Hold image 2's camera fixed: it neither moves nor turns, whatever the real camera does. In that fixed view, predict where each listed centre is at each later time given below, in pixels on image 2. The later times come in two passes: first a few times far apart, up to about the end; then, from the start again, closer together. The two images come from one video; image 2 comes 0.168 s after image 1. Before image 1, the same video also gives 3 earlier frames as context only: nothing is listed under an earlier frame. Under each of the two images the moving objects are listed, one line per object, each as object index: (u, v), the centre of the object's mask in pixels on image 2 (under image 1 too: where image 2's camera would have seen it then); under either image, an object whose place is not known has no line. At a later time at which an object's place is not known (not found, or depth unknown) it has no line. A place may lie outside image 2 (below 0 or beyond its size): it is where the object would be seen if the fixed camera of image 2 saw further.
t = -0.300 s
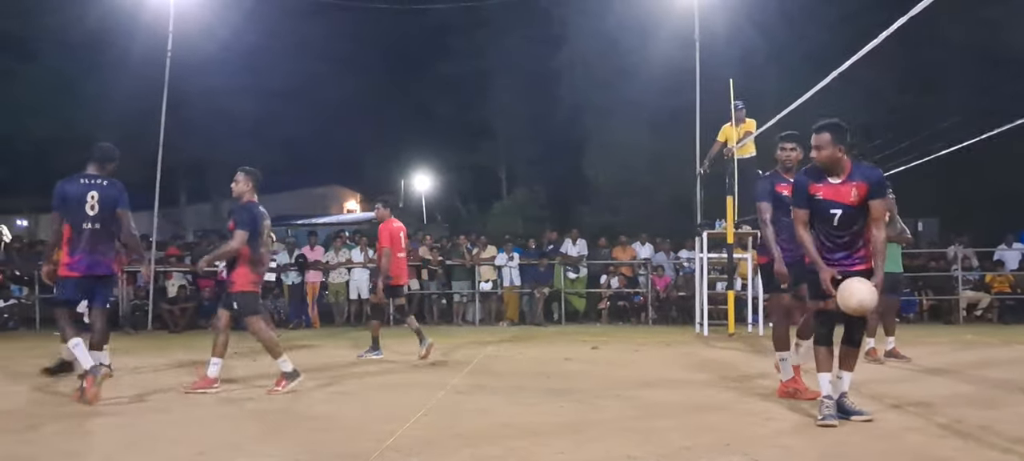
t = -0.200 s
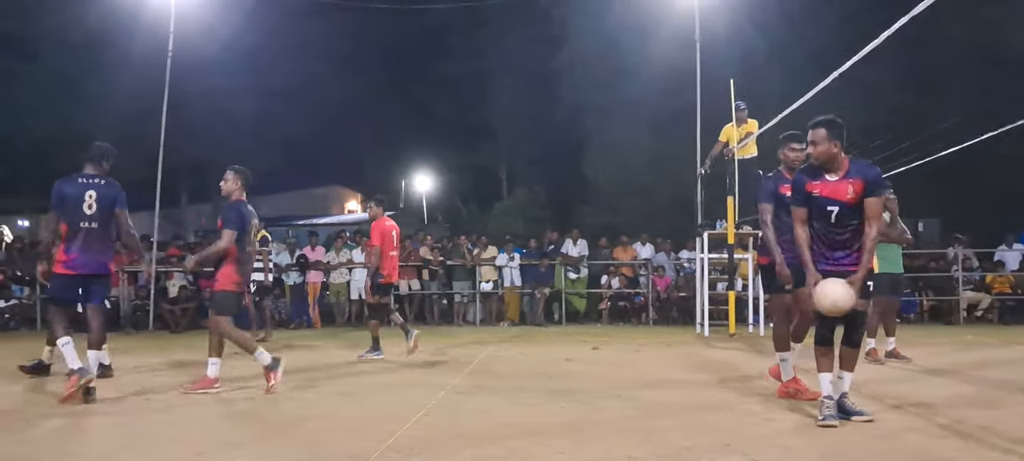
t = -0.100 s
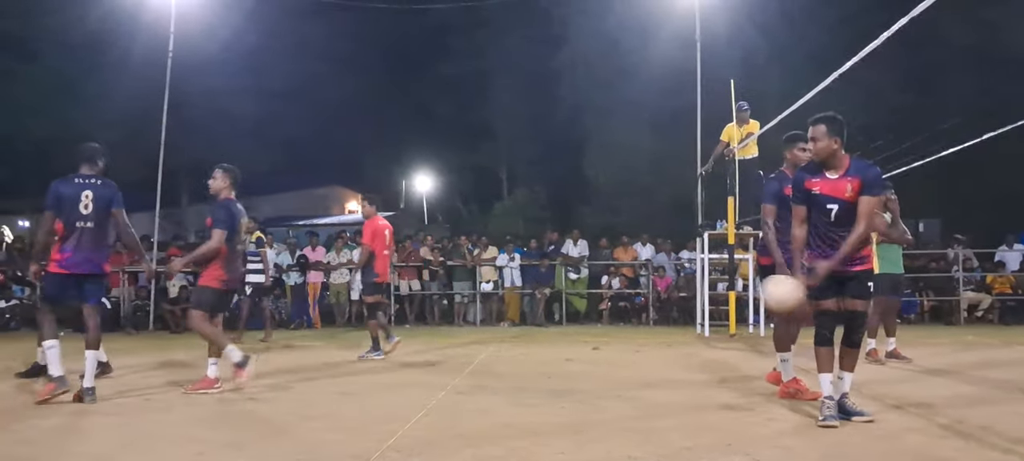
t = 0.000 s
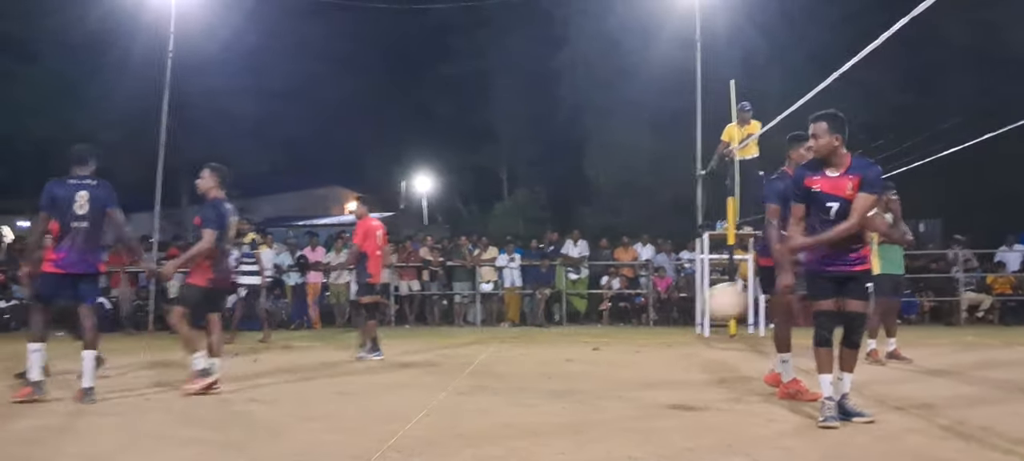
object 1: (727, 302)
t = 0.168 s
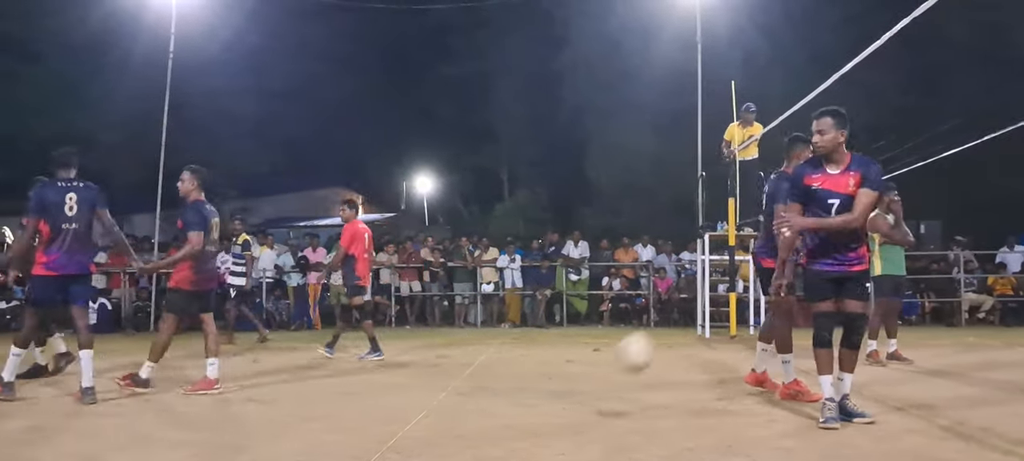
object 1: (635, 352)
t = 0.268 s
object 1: (582, 405)
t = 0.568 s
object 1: (477, 327)
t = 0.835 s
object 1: (387, 377)
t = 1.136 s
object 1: (291, 346)
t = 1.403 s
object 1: (210, 386)
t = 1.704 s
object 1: (126, 354)
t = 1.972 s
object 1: (53, 381)
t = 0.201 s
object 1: (617, 368)
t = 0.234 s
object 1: (601, 386)
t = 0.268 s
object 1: (582, 405)
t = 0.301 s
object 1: (569, 391)
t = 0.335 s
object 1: (557, 377)
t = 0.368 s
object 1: (545, 364)
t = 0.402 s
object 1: (534, 353)
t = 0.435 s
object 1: (522, 344)
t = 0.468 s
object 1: (511, 337)
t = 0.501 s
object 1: (500, 332)
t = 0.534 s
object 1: (489, 329)
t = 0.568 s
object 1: (477, 327)
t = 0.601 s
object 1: (466, 326)
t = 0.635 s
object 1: (454, 328)
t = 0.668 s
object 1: (444, 332)
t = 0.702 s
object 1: (433, 337)
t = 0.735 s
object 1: (422, 344)
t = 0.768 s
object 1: (410, 353)
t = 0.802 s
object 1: (400, 364)
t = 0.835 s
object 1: (387, 377)
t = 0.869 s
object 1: (376, 393)
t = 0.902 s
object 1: (365, 399)
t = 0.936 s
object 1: (353, 385)
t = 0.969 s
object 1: (343, 375)
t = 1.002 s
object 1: (332, 365)
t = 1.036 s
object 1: (322, 357)
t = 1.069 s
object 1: (312, 350)
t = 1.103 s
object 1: (302, 347)
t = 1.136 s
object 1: (291, 346)
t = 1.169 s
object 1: (282, 345)
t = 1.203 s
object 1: (271, 346)
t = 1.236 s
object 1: (260, 349)
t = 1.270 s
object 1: (250, 353)
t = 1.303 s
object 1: (239, 359)
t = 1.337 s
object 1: (230, 367)
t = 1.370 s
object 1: (220, 377)
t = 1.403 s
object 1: (210, 386)
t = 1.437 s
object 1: (200, 398)
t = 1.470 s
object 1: (190, 387)
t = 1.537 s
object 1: (171, 368)
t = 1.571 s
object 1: (163, 363)
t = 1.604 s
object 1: (153, 358)
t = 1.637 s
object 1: (144, 355)
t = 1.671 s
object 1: (134, 353)
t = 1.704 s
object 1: (126, 354)
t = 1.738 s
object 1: (117, 356)
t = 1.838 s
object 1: (90, 372)
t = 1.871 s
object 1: (80, 380)
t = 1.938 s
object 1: (62, 390)
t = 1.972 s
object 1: (53, 381)
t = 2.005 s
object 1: (44, 374)
